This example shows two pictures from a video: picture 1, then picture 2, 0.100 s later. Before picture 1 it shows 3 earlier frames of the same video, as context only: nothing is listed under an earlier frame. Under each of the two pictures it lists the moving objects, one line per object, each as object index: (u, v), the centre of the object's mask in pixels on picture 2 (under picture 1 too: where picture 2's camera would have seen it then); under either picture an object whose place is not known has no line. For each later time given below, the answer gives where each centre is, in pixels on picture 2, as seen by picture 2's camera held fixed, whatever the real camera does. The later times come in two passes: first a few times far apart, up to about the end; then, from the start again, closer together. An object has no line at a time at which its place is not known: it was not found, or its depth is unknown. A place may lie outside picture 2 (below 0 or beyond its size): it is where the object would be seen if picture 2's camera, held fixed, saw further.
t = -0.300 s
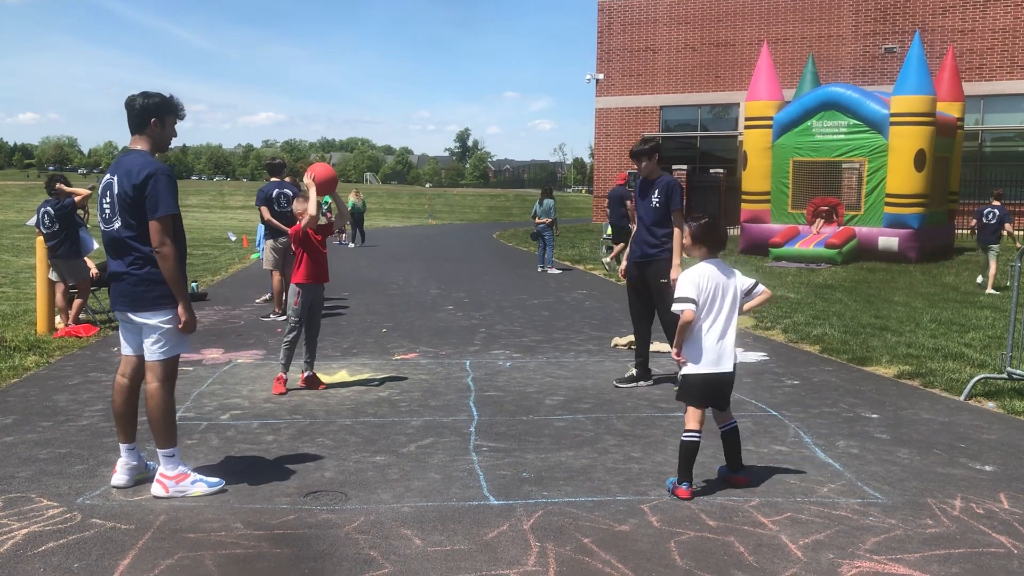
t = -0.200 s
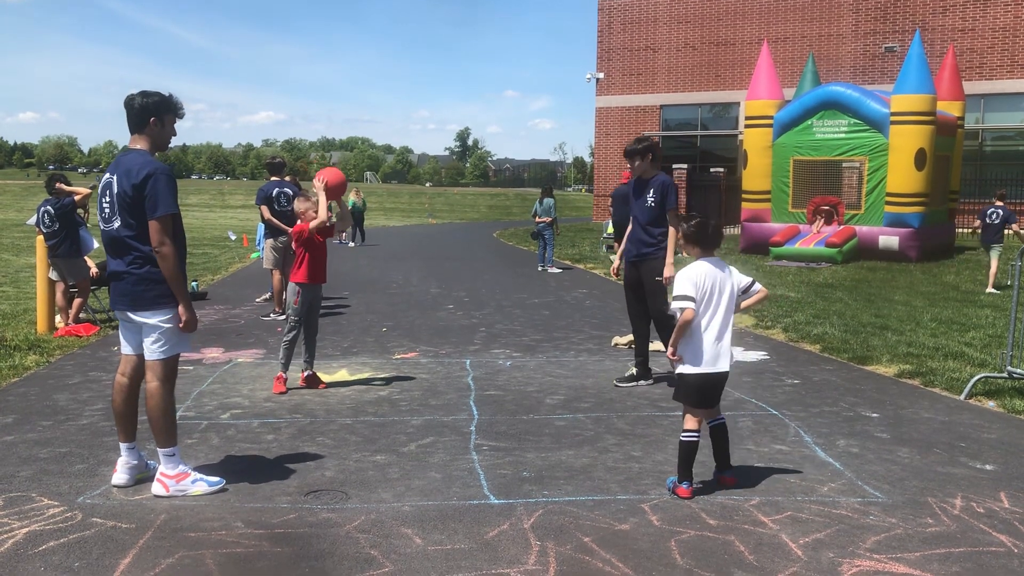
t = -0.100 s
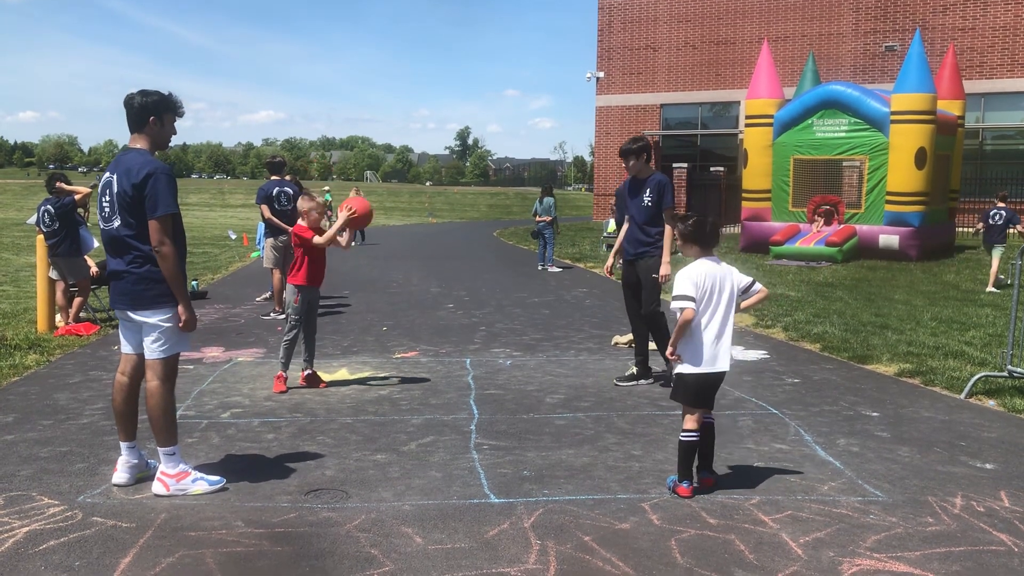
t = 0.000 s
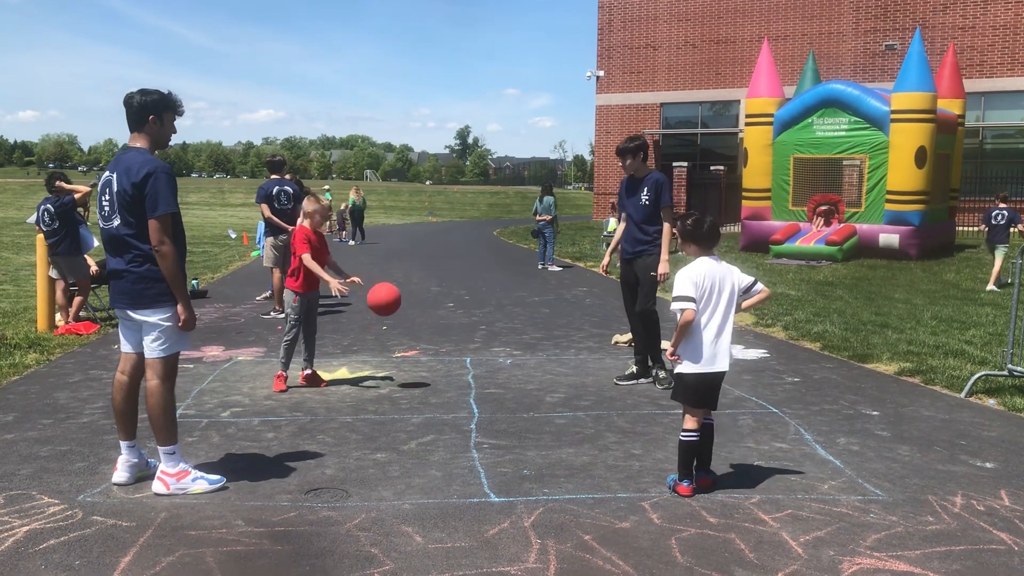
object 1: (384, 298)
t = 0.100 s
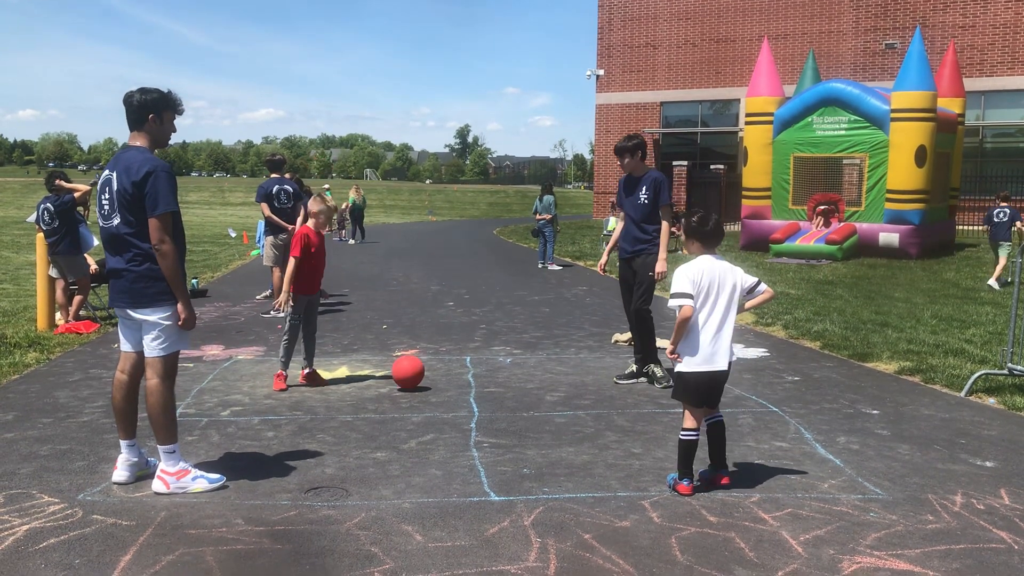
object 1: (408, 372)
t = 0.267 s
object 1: (439, 249)
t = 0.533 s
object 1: (492, 127)
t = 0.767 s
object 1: (537, 102)
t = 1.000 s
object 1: (584, 159)
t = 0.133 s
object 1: (413, 345)
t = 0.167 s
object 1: (420, 319)
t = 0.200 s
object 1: (426, 294)
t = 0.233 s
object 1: (432, 271)
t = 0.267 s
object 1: (439, 249)
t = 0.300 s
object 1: (445, 229)
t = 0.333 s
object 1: (452, 209)
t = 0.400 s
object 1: (465, 176)
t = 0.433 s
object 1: (471, 161)
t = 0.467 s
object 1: (478, 148)
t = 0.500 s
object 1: (485, 136)
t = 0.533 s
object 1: (492, 127)
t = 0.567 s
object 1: (498, 118)
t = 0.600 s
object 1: (505, 111)
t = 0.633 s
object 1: (511, 106)
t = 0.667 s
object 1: (518, 103)
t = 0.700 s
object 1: (524, 101)
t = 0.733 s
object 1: (531, 101)
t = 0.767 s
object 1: (537, 102)
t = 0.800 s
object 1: (544, 105)
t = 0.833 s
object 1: (551, 110)
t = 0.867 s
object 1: (557, 117)
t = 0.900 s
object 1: (564, 125)
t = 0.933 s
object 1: (570, 135)
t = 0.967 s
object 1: (577, 146)
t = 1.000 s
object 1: (584, 159)
